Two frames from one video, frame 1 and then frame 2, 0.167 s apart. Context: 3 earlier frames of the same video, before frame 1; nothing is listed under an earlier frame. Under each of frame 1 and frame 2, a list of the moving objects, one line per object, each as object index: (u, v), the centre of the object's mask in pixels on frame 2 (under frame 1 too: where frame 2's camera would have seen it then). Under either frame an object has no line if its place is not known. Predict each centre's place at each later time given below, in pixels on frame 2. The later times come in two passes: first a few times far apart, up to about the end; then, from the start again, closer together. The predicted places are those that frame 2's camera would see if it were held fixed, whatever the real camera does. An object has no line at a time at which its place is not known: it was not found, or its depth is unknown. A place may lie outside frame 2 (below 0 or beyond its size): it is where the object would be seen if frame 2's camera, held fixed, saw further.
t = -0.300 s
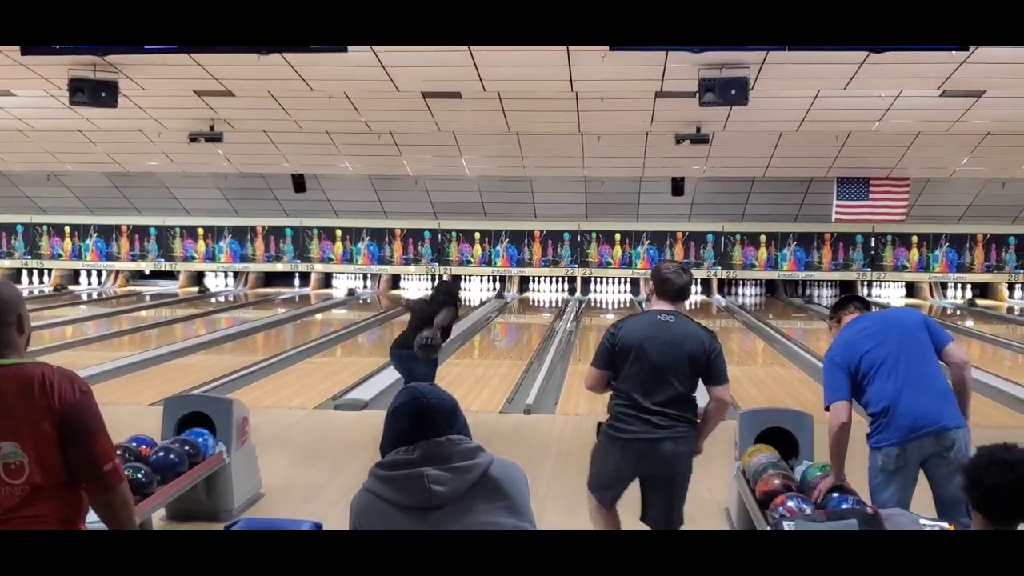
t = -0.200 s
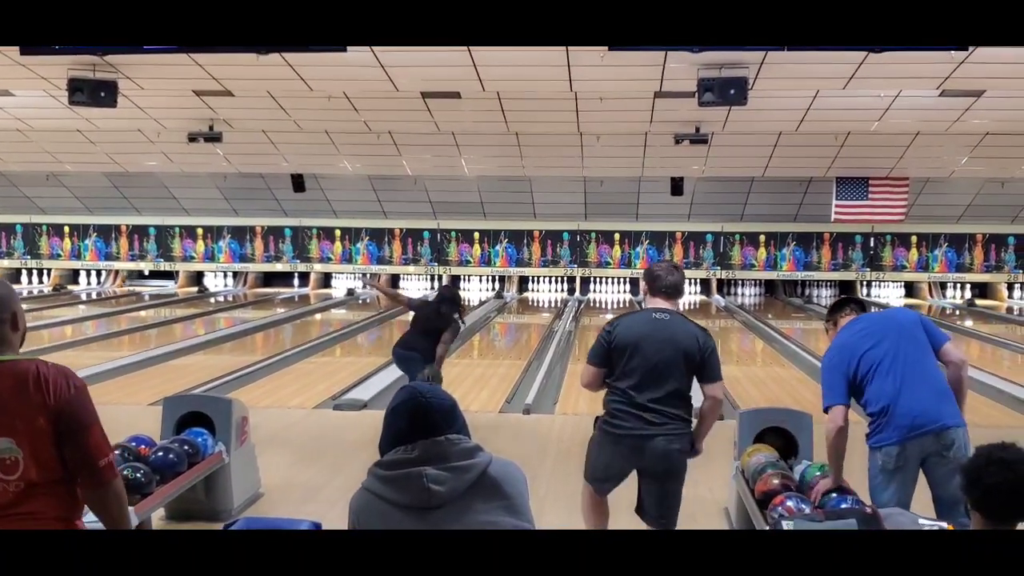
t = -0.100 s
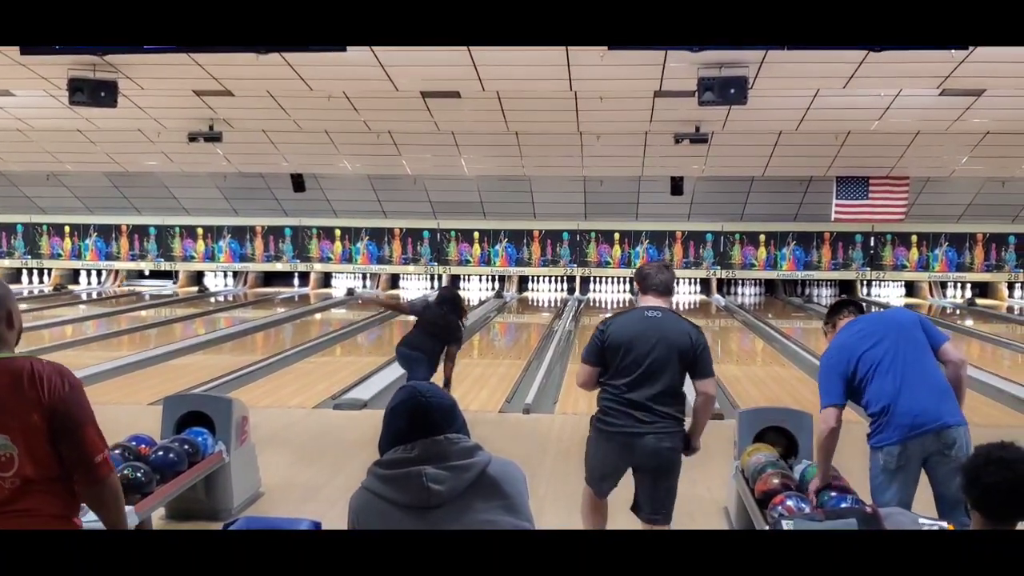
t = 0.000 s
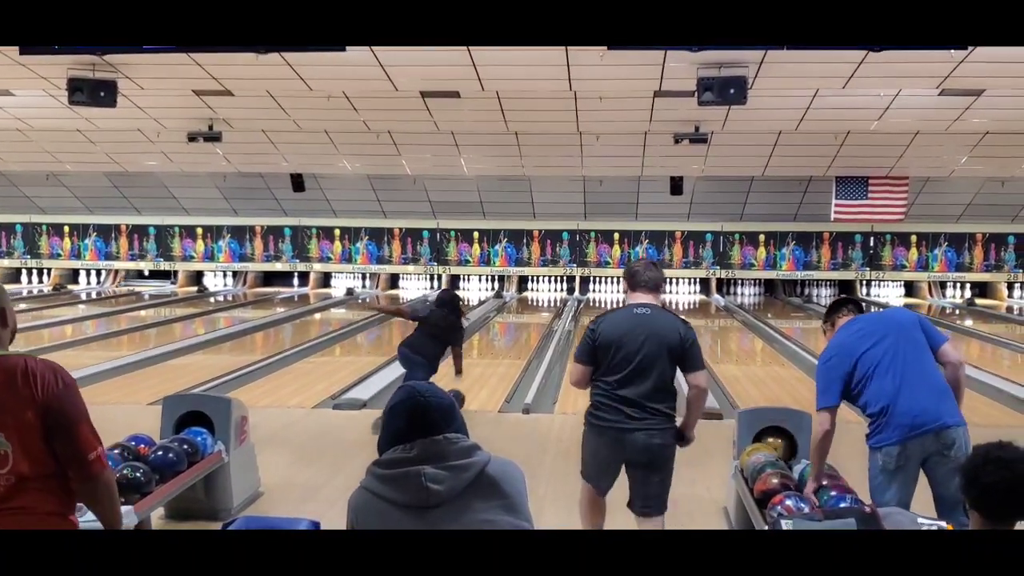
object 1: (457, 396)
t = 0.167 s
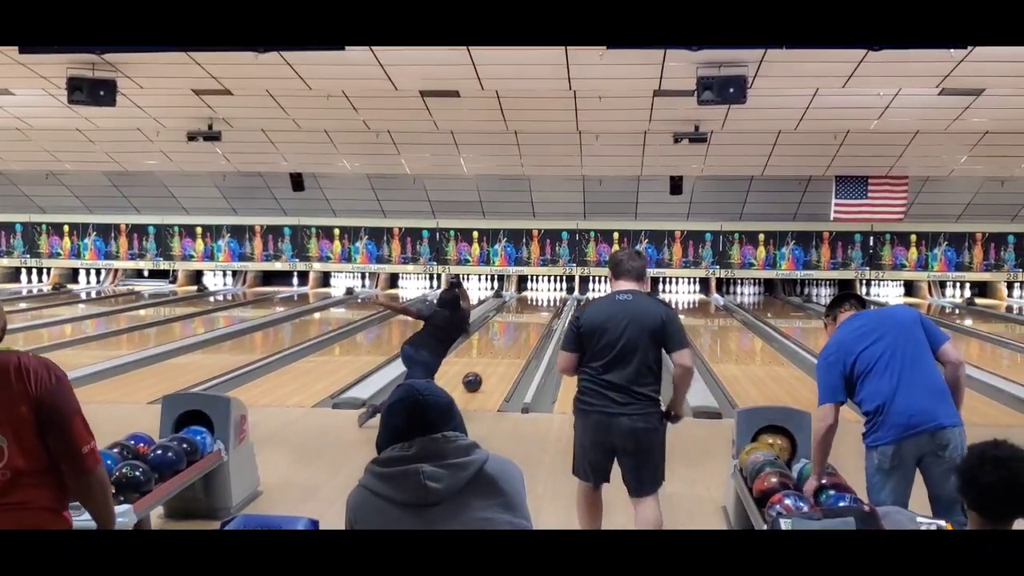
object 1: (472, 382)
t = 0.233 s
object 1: (479, 375)
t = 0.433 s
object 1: (495, 359)
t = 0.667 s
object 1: (510, 343)
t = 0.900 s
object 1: (521, 331)
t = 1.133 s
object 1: (529, 321)
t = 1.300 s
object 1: (535, 314)
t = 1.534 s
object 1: (541, 307)
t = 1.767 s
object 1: (544, 302)
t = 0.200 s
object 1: (475, 378)
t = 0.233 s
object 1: (479, 375)
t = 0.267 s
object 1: (482, 372)
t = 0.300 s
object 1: (484, 369)
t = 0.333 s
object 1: (487, 367)
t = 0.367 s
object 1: (490, 364)
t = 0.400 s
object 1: (492, 361)
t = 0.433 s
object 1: (495, 359)
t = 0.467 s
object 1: (497, 356)
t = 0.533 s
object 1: (501, 351)
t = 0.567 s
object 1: (503, 349)
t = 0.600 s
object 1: (505, 347)
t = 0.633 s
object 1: (508, 345)
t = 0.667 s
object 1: (510, 343)
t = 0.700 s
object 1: (511, 341)
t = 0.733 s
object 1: (513, 339)
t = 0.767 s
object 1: (515, 338)
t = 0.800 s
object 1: (516, 336)
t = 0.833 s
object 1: (518, 334)
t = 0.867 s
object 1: (519, 332)
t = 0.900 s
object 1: (521, 331)
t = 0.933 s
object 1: (522, 329)
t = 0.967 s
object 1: (524, 328)
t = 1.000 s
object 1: (525, 326)
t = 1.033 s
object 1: (526, 325)
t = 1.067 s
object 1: (527, 323)
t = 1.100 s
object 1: (528, 322)
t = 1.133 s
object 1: (529, 321)
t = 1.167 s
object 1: (531, 320)
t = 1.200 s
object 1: (533, 317)
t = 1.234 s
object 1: (534, 316)
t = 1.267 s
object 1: (534, 315)
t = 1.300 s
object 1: (535, 314)
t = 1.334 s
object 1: (536, 313)
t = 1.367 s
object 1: (536, 312)
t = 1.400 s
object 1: (537, 311)
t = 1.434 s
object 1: (538, 310)
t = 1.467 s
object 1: (539, 309)
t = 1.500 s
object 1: (540, 308)
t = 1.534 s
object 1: (541, 307)
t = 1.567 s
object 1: (541, 306)
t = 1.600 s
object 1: (542, 305)
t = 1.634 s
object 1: (542, 305)
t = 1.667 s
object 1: (543, 304)
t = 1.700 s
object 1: (543, 303)
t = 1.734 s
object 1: (543, 302)
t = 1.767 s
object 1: (544, 302)
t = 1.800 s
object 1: (545, 301)
